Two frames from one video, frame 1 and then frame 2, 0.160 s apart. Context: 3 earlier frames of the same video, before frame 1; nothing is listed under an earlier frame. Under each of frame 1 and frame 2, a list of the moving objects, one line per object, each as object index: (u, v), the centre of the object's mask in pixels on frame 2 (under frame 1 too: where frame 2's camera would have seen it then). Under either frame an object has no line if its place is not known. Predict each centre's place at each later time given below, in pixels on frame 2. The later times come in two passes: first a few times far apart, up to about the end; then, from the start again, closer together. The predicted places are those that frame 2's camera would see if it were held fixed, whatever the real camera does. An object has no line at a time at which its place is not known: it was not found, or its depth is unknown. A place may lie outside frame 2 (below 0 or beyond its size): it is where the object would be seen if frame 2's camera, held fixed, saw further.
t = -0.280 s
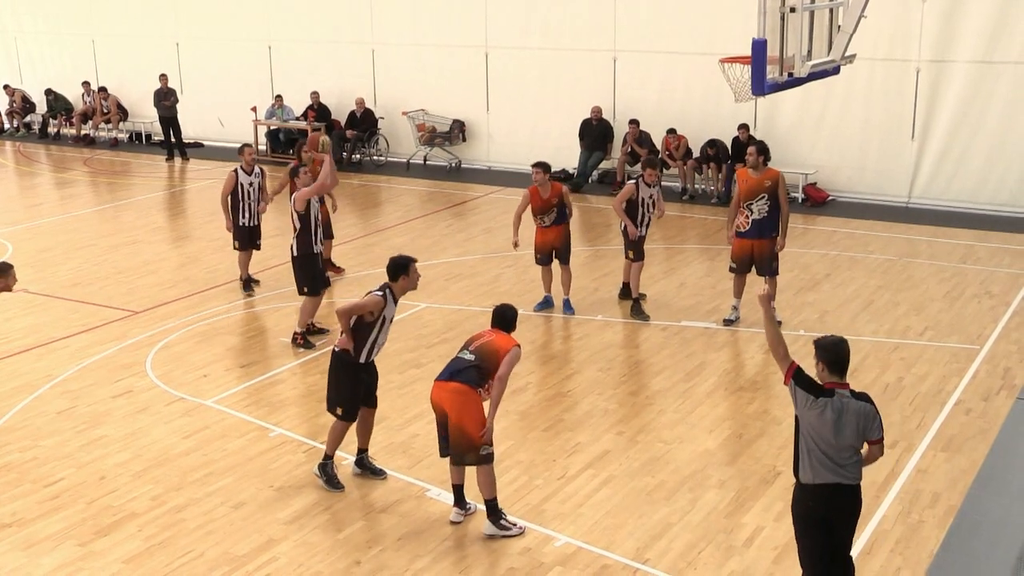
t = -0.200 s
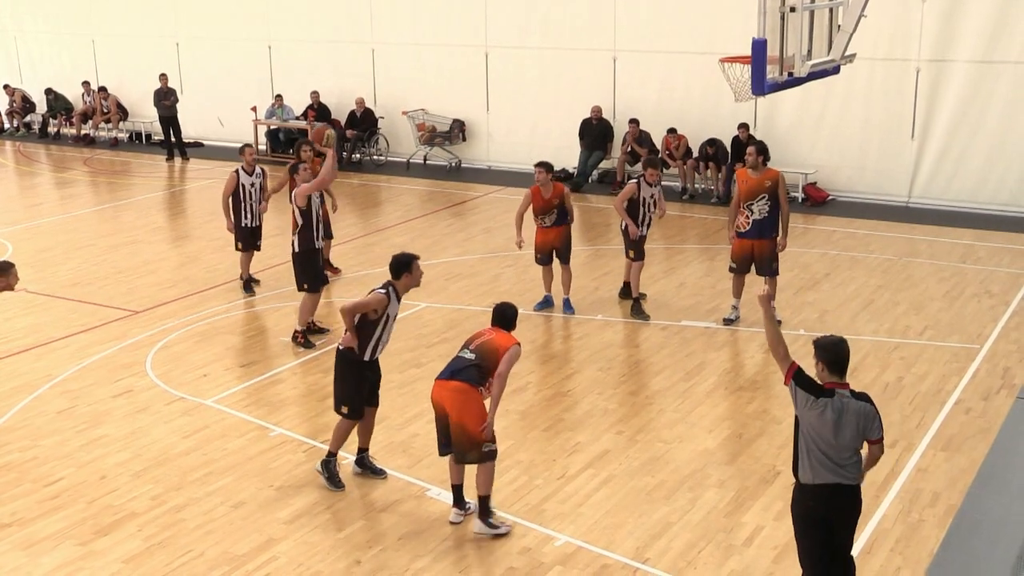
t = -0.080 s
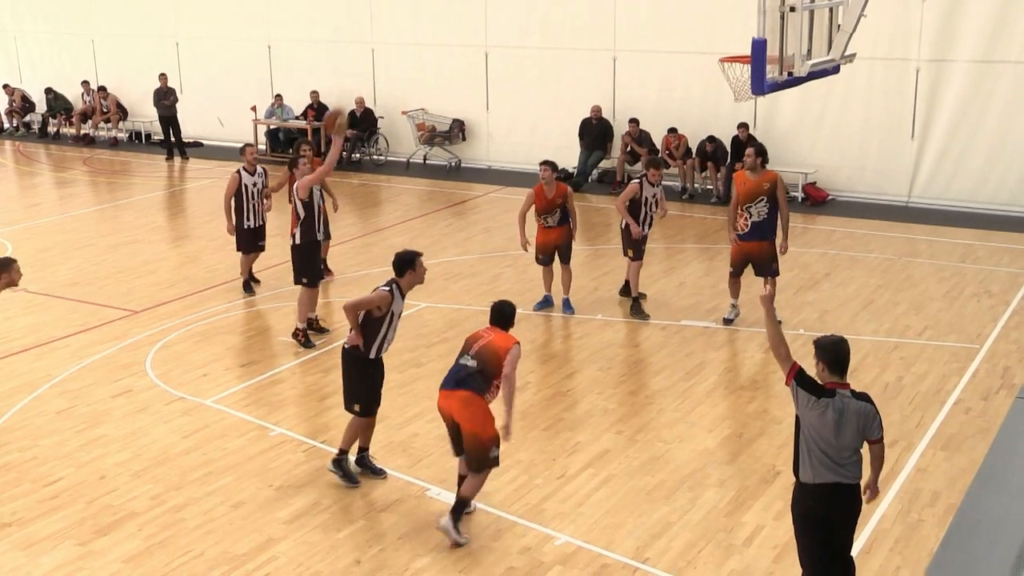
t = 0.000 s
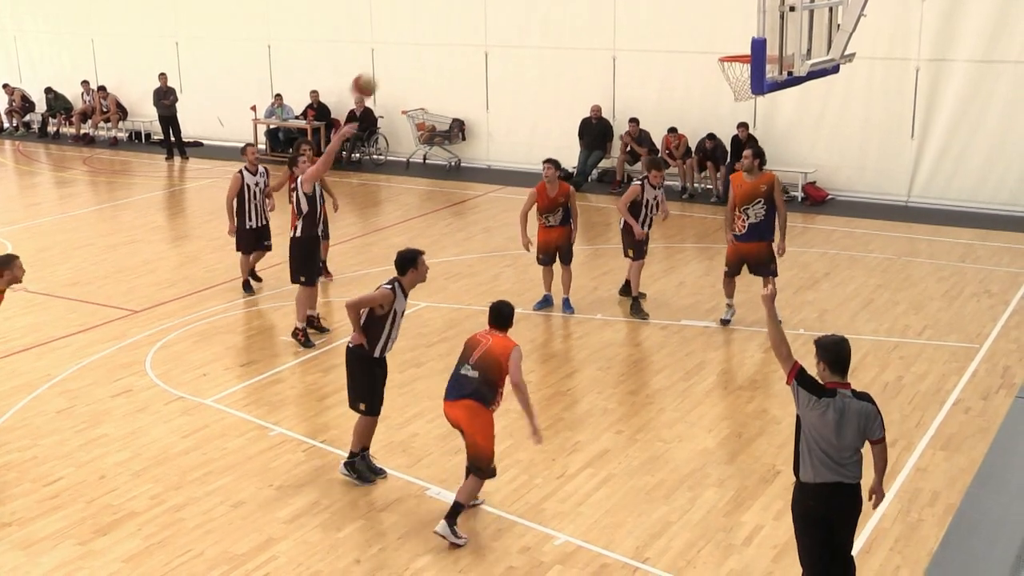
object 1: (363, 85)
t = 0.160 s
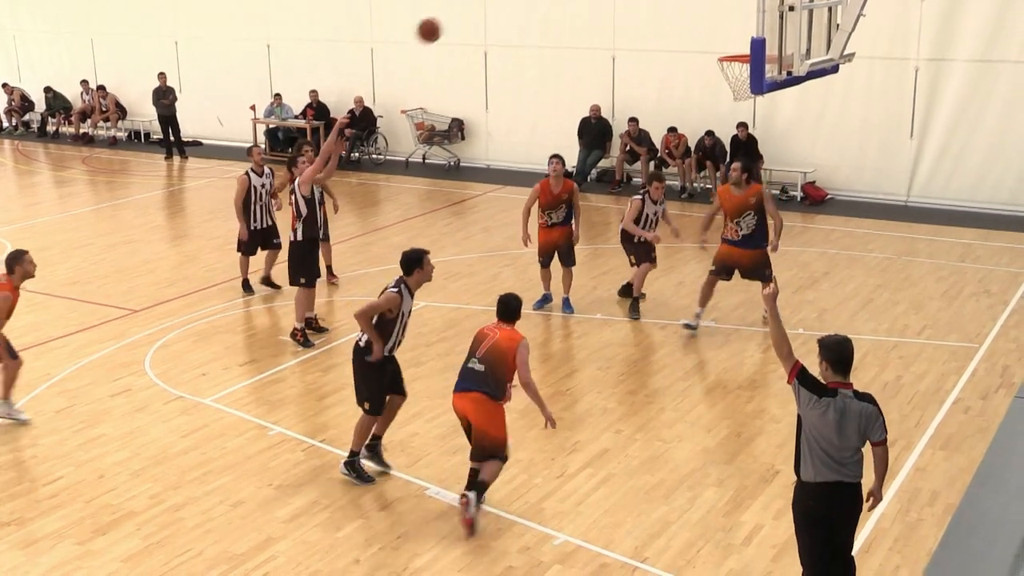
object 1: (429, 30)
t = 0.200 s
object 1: (446, 19)
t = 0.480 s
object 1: (579, 3)
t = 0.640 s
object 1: (661, 18)
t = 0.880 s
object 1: (656, 27)
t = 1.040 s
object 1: (596, 30)
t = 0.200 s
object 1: (446, 19)
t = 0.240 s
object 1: (464, 11)
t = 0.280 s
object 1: (482, 7)
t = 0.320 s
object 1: (500, 5)
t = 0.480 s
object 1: (579, 3)
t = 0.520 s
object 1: (598, 4)
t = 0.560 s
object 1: (619, 7)
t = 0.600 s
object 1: (640, 10)
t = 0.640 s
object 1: (661, 18)
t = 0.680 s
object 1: (682, 29)
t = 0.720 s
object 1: (704, 43)
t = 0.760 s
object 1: (703, 44)
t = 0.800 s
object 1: (687, 36)
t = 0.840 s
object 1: (671, 31)
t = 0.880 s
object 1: (656, 27)
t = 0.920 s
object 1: (641, 25)
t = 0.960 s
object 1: (626, 25)
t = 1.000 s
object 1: (610, 27)
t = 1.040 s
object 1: (596, 30)
